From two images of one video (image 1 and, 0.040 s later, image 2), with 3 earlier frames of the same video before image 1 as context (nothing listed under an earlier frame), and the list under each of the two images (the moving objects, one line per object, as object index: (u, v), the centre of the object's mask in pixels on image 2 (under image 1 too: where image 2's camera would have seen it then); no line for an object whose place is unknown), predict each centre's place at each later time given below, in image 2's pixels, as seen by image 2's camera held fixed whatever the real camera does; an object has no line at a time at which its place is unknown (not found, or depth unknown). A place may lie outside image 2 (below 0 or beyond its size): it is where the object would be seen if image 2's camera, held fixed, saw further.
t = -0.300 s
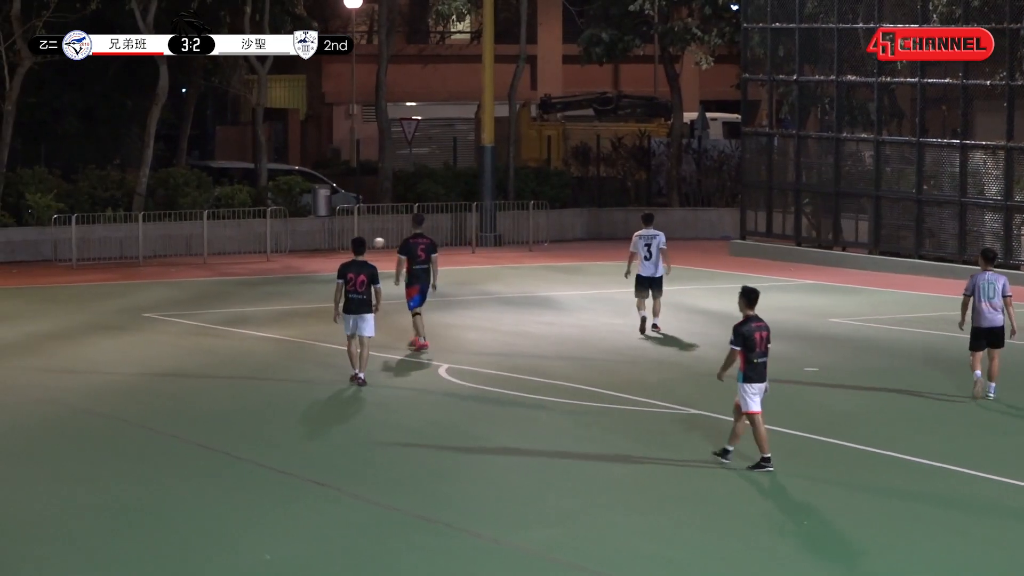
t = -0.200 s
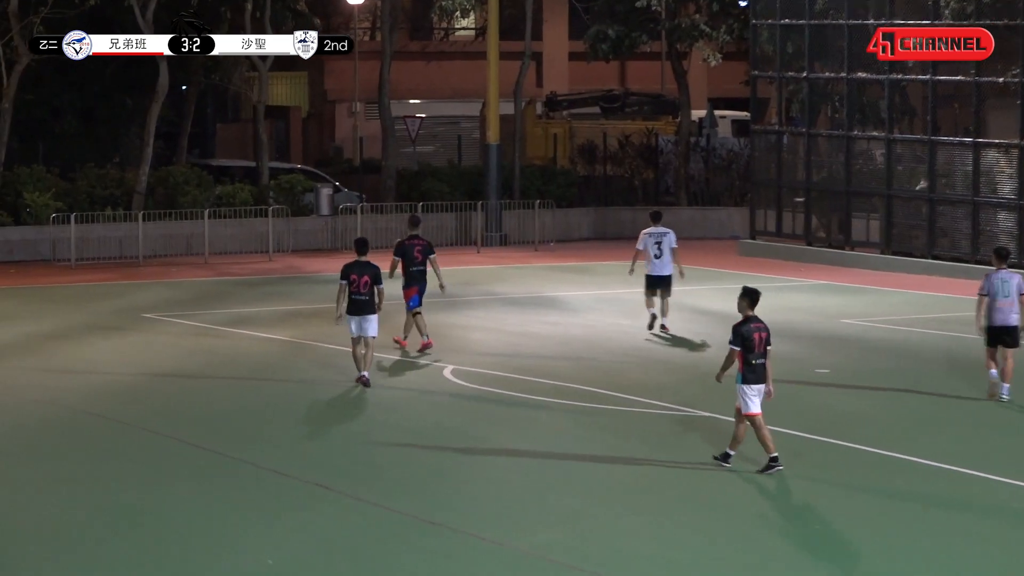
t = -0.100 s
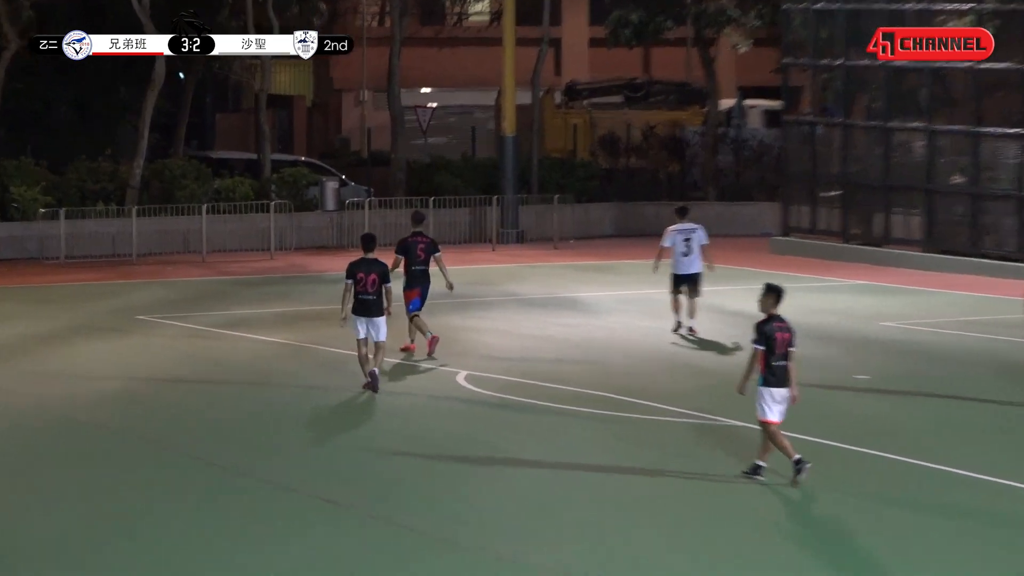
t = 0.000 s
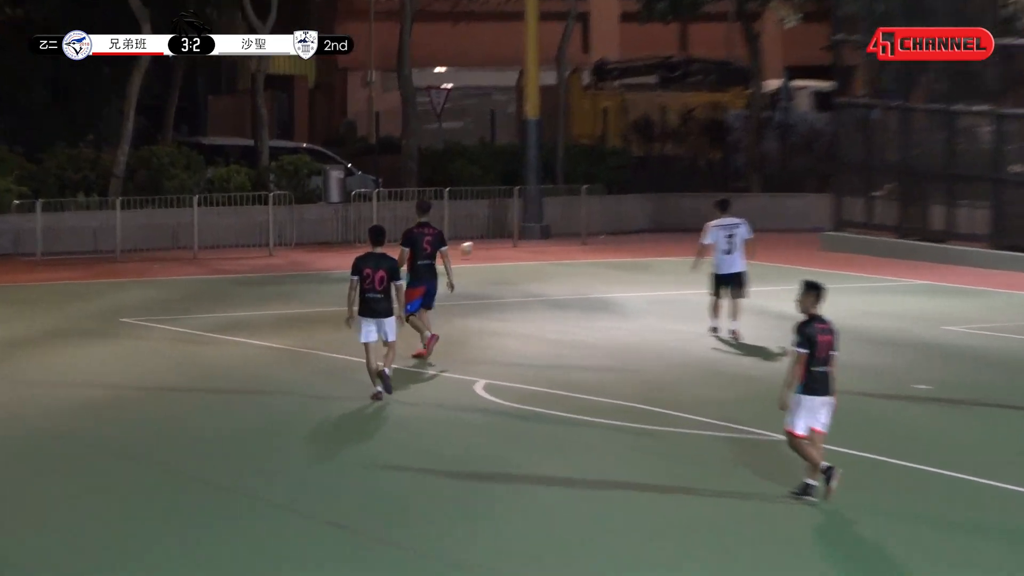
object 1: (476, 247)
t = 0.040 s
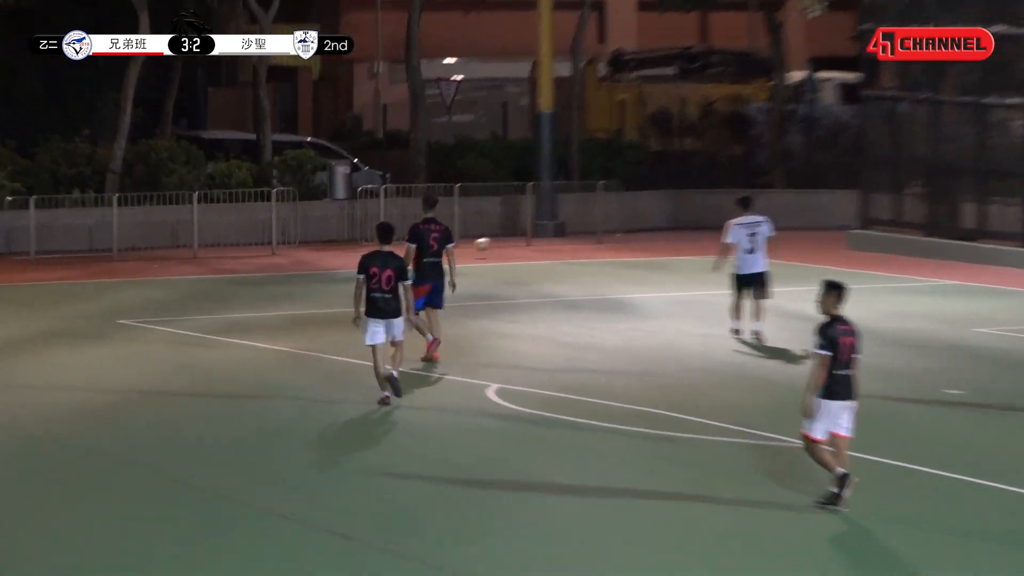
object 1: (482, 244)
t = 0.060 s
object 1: (486, 243)
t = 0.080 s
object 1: (489, 242)
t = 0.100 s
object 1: (492, 241)
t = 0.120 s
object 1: (496, 241)
